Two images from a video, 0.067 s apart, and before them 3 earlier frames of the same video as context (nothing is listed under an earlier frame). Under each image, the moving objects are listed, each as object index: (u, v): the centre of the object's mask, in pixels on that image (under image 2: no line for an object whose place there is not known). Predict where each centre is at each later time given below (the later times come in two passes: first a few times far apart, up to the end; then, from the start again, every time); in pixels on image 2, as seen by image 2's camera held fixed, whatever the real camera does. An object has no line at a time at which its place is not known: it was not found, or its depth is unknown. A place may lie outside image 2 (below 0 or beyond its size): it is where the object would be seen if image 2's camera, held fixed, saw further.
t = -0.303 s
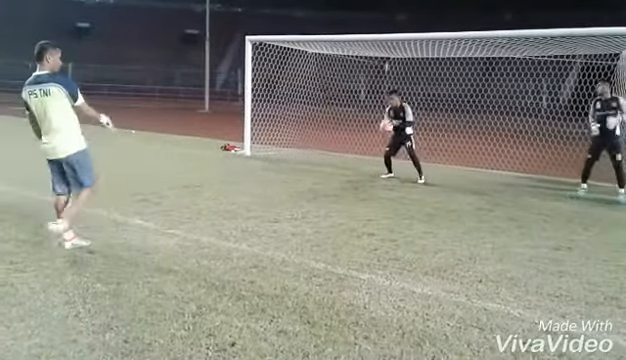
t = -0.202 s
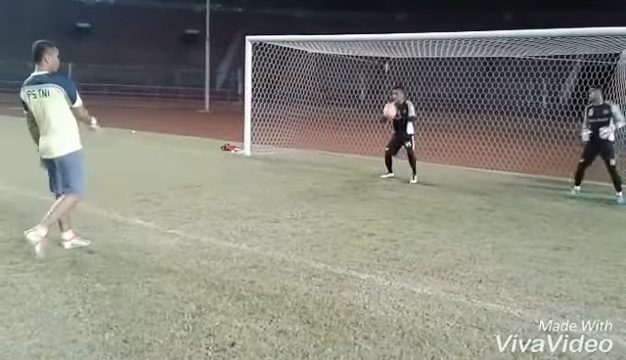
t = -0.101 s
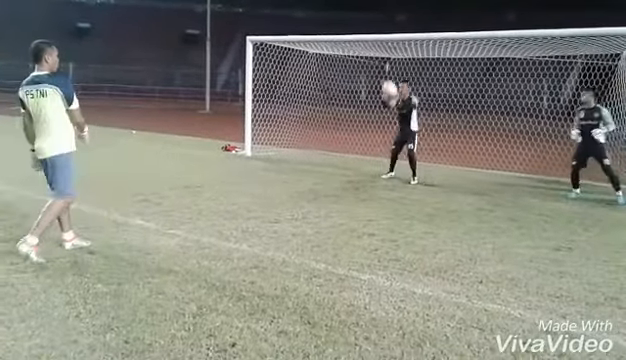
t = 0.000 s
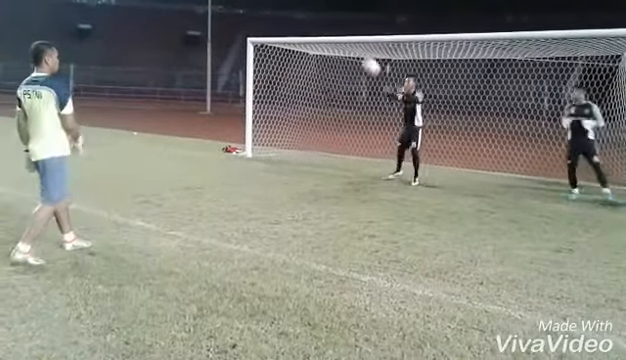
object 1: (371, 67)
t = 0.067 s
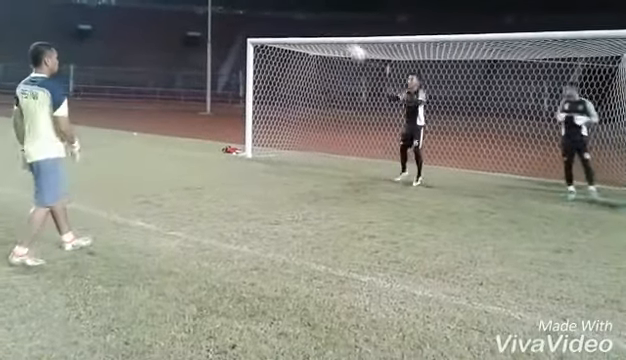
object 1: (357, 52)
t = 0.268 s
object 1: (302, 20)
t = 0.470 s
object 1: (226, 13)
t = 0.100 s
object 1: (348, 45)
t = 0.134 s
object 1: (340, 38)
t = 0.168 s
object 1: (330, 32)
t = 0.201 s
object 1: (321, 28)
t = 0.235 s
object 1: (312, 24)
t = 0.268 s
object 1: (302, 20)
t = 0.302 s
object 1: (290, 17)
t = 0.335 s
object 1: (279, 14)
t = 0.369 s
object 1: (267, 13)
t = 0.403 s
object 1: (254, 12)
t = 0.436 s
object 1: (241, 12)
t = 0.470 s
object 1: (226, 13)
